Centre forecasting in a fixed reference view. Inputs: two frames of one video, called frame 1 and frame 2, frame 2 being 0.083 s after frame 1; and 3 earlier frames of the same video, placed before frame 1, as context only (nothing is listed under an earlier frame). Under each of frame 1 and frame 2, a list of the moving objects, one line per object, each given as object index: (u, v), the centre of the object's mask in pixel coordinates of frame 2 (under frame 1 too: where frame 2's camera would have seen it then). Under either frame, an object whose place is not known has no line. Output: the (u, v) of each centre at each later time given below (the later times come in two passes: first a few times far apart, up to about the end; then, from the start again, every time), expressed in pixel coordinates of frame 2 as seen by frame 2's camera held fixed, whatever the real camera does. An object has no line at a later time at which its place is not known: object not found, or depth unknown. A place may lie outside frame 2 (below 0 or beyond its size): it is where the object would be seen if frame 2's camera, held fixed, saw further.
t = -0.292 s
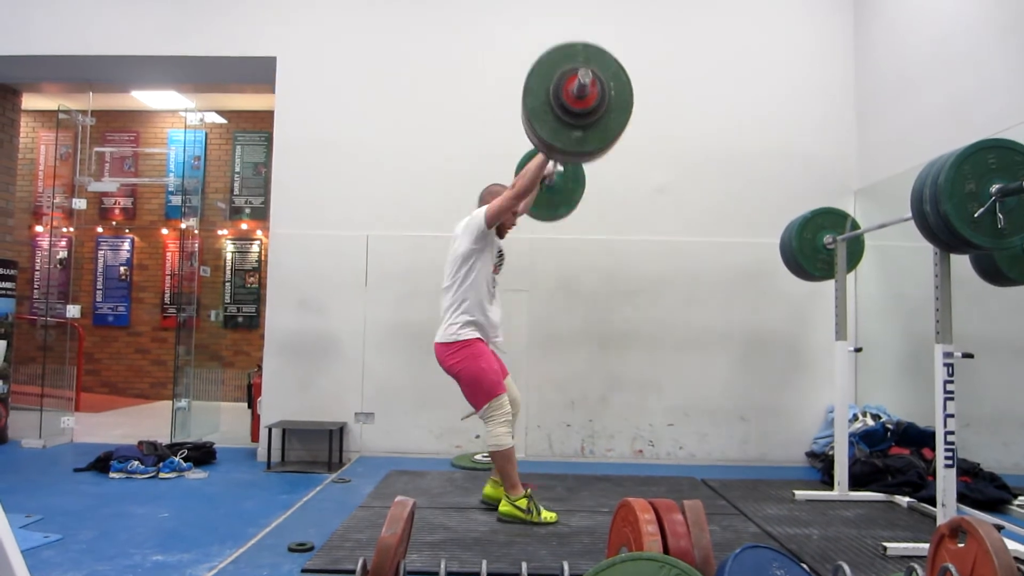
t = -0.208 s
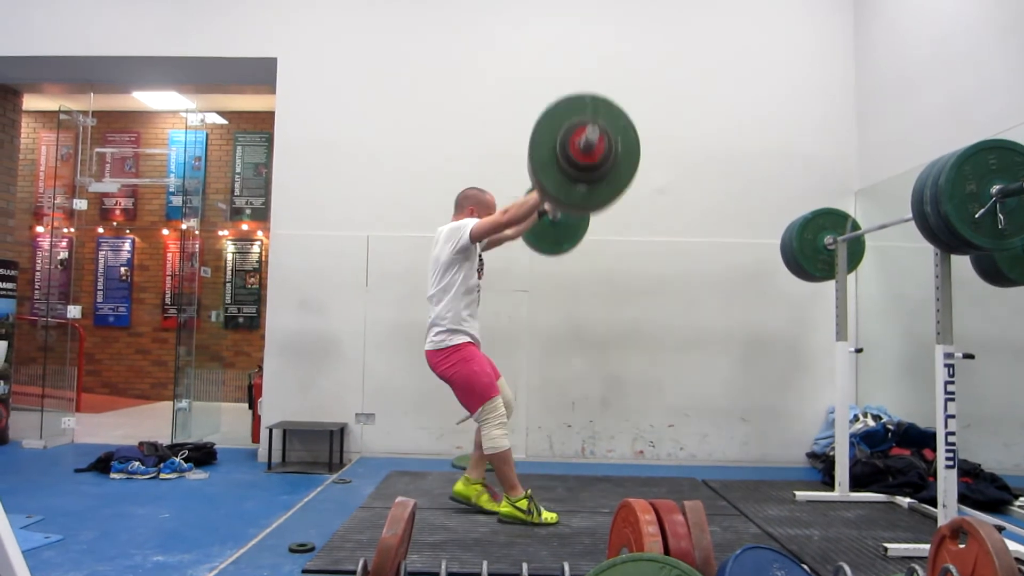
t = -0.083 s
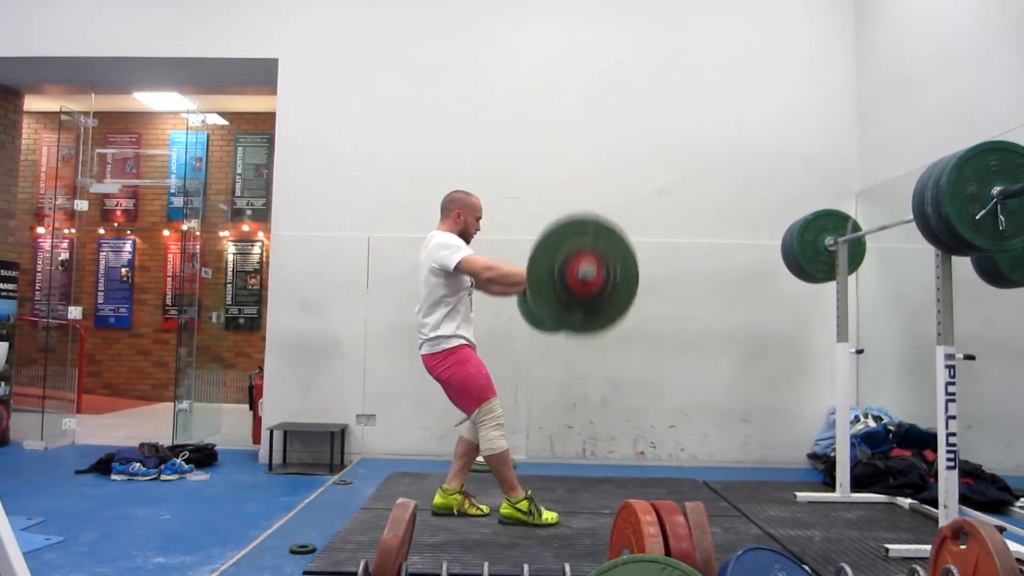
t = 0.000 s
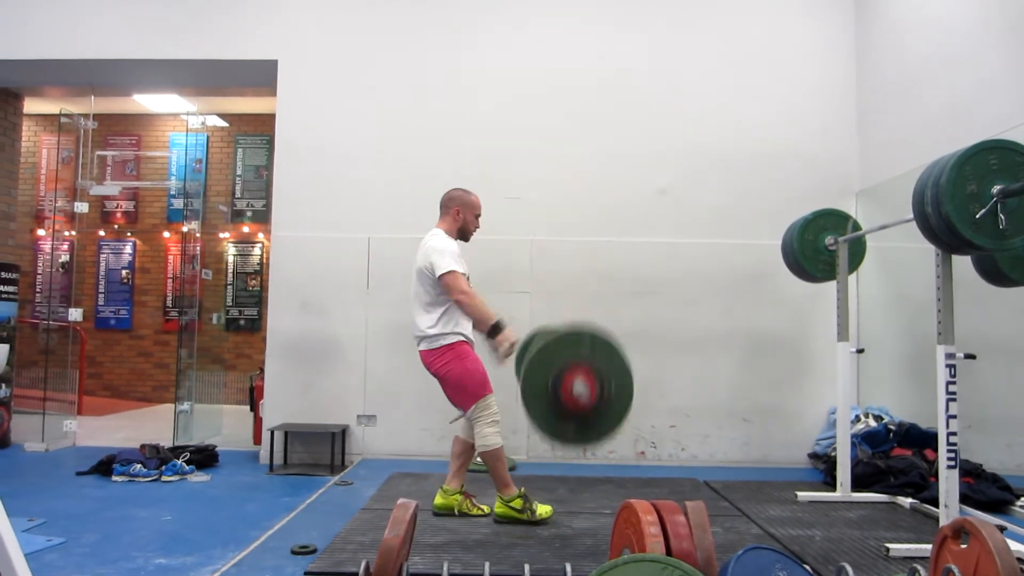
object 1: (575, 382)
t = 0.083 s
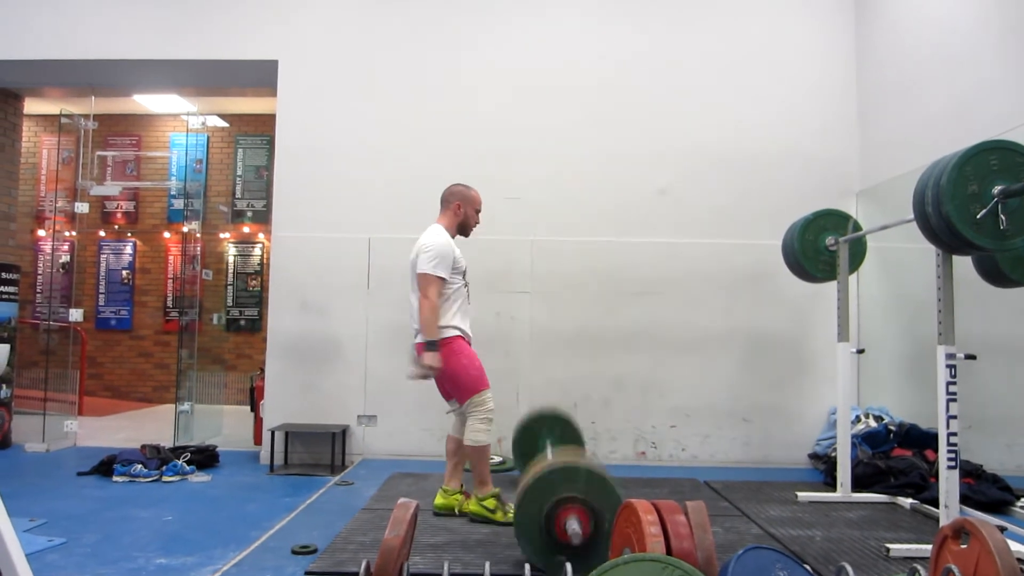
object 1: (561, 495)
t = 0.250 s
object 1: (564, 411)
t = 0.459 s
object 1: (561, 370)
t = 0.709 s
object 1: (551, 446)
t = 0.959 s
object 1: (544, 459)
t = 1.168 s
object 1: (539, 482)
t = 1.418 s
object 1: (534, 483)
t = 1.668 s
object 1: (530, 487)
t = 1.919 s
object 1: (526, 487)
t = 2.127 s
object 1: (523, 486)
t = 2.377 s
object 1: (521, 486)
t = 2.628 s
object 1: (520, 486)
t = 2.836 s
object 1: (521, 486)
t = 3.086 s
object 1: (522, 486)
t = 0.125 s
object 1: (563, 477)
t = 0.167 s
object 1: (564, 452)
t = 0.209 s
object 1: (565, 430)
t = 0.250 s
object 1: (564, 411)
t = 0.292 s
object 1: (564, 396)
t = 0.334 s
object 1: (564, 384)
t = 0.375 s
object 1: (563, 375)
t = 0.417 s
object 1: (562, 371)
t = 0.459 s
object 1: (561, 370)
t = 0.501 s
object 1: (560, 373)
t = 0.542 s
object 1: (558, 380)
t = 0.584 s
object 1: (556, 391)
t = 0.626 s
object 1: (554, 406)
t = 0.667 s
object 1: (552, 424)
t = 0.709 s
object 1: (551, 446)
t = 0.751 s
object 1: (549, 472)
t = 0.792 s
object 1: (547, 488)
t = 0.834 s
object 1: (547, 485)
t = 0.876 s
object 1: (546, 472)
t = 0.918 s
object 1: (545, 464)
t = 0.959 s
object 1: (544, 459)
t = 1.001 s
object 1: (543, 457)
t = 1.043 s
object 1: (542, 459)
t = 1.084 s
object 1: (541, 465)
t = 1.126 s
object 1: (540, 475)
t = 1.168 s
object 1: (539, 482)
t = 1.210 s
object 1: (538, 482)
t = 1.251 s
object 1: (537, 484)
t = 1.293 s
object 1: (536, 482)
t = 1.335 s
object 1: (536, 482)
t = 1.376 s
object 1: (535, 485)
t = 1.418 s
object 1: (534, 483)
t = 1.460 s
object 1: (533, 483)
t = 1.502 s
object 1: (532, 487)
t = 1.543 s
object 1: (532, 487)
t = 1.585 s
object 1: (531, 485)
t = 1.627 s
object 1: (530, 486)
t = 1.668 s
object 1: (530, 487)
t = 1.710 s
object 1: (529, 487)
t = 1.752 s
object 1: (528, 487)
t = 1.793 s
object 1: (528, 487)
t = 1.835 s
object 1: (527, 487)
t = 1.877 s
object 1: (526, 487)
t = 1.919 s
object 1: (526, 487)
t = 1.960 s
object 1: (525, 487)
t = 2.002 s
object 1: (525, 487)
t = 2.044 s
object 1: (524, 487)
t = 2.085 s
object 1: (523, 487)
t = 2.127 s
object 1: (523, 486)
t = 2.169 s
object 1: (522, 486)
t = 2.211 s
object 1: (522, 486)
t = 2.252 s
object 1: (522, 486)
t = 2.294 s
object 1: (521, 486)
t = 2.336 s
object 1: (521, 486)
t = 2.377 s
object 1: (521, 486)
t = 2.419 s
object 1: (521, 486)
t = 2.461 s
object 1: (521, 486)
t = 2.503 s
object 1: (521, 486)
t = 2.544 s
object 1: (520, 486)
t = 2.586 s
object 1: (520, 486)
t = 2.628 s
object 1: (520, 486)
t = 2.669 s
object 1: (520, 486)
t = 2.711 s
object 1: (520, 486)
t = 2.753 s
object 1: (520, 486)
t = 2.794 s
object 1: (521, 486)
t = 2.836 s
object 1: (521, 486)
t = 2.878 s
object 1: (521, 486)
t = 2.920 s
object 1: (521, 486)
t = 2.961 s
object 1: (521, 486)
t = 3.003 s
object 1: (522, 486)
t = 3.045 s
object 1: (522, 486)
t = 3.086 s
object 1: (522, 486)
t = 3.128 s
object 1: (522, 486)
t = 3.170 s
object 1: (522, 486)
